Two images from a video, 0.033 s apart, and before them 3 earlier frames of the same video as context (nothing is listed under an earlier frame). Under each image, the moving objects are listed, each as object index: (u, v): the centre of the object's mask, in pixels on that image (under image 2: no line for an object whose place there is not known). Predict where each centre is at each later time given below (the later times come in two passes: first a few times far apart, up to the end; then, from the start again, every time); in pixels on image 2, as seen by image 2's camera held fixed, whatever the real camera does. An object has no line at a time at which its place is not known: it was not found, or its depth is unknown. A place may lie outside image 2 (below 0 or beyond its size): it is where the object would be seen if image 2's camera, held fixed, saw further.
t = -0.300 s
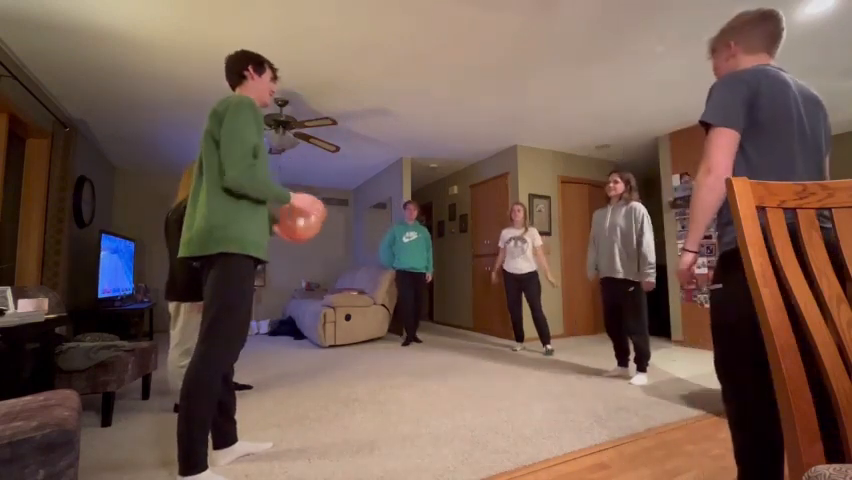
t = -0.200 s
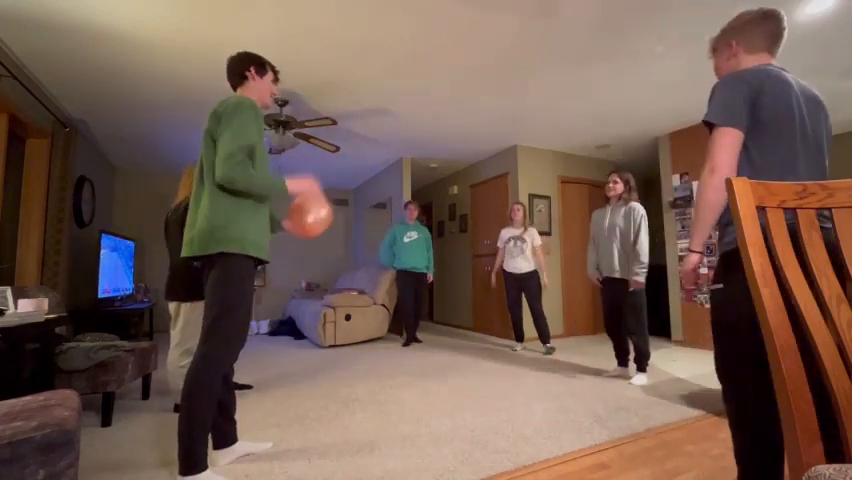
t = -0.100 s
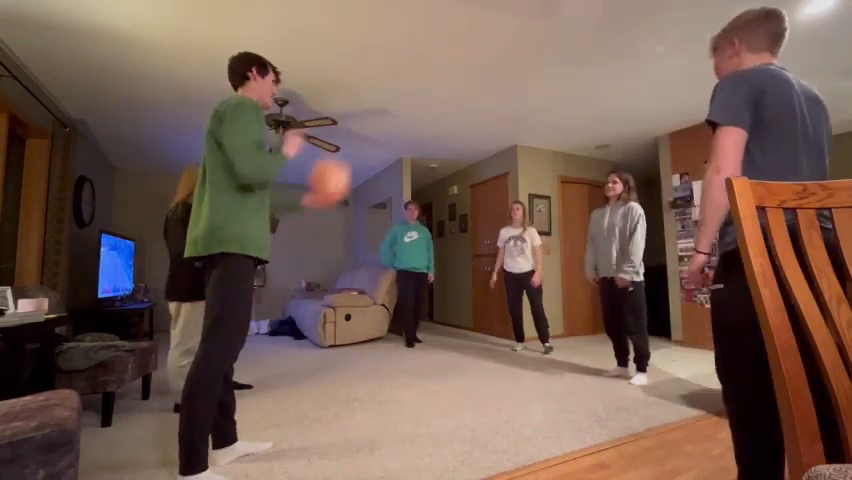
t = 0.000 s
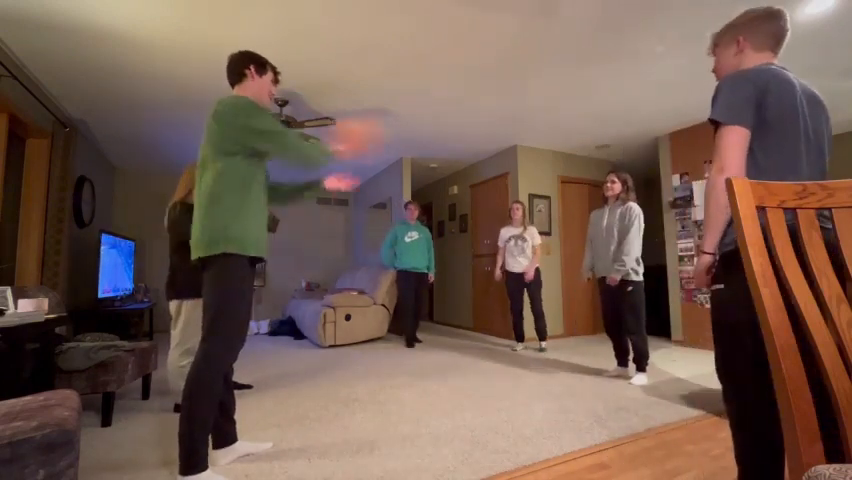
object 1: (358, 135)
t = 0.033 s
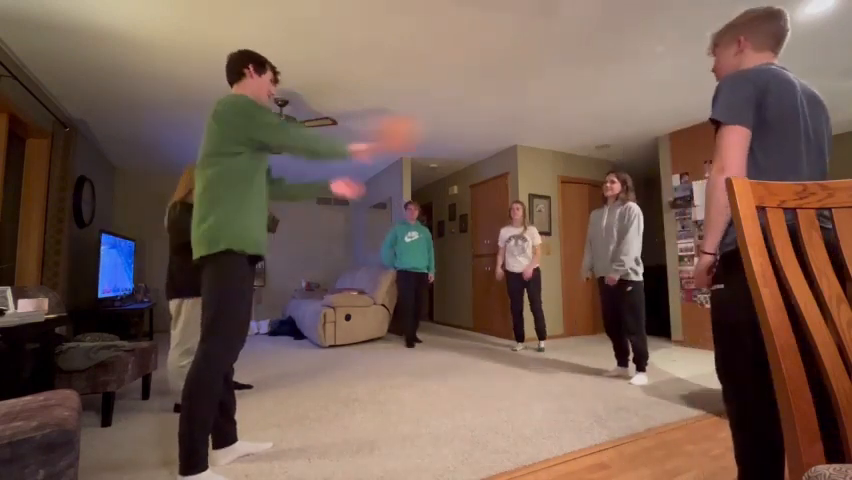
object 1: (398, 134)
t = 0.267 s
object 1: (485, 162)
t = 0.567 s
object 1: (501, 190)
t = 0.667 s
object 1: (504, 199)
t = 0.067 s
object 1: (430, 134)
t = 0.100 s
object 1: (450, 137)
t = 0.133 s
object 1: (462, 143)
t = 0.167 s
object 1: (471, 148)
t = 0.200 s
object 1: (476, 154)
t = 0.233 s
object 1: (481, 158)
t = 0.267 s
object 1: (485, 162)
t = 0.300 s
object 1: (488, 166)
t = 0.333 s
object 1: (490, 169)
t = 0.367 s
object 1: (491, 171)
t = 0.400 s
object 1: (493, 174)
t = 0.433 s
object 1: (495, 177)
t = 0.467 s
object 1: (497, 181)
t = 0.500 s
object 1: (499, 183)
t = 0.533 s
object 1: (500, 187)
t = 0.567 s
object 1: (501, 190)
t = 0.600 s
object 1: (502, 193)
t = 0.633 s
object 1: (504, 196)
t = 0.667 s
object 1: (504, 199)
